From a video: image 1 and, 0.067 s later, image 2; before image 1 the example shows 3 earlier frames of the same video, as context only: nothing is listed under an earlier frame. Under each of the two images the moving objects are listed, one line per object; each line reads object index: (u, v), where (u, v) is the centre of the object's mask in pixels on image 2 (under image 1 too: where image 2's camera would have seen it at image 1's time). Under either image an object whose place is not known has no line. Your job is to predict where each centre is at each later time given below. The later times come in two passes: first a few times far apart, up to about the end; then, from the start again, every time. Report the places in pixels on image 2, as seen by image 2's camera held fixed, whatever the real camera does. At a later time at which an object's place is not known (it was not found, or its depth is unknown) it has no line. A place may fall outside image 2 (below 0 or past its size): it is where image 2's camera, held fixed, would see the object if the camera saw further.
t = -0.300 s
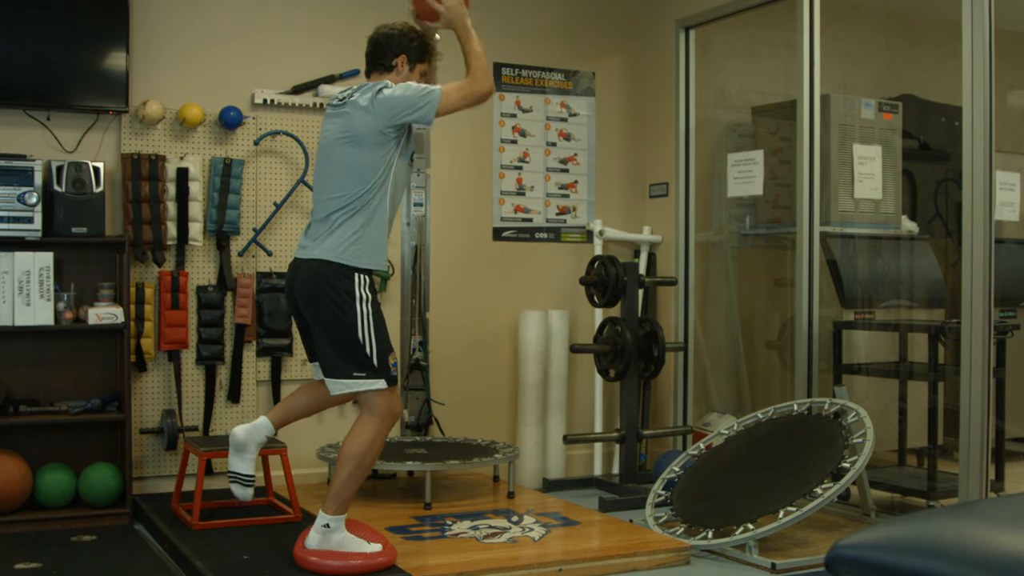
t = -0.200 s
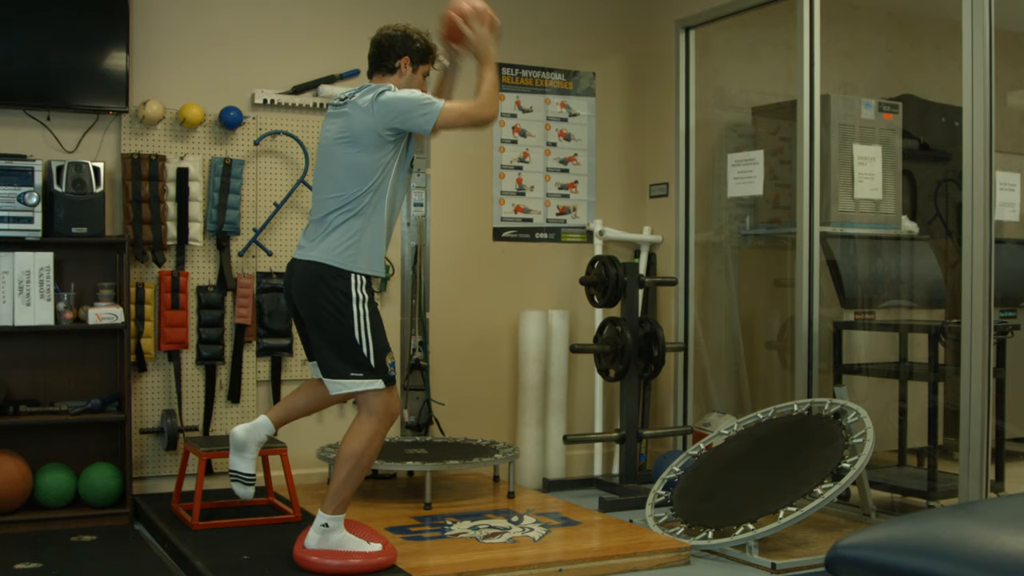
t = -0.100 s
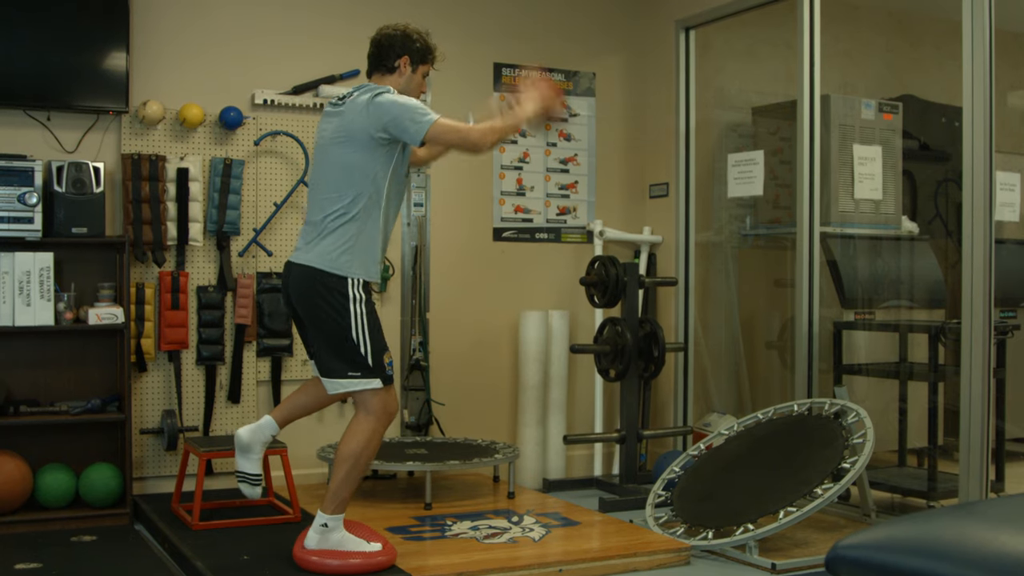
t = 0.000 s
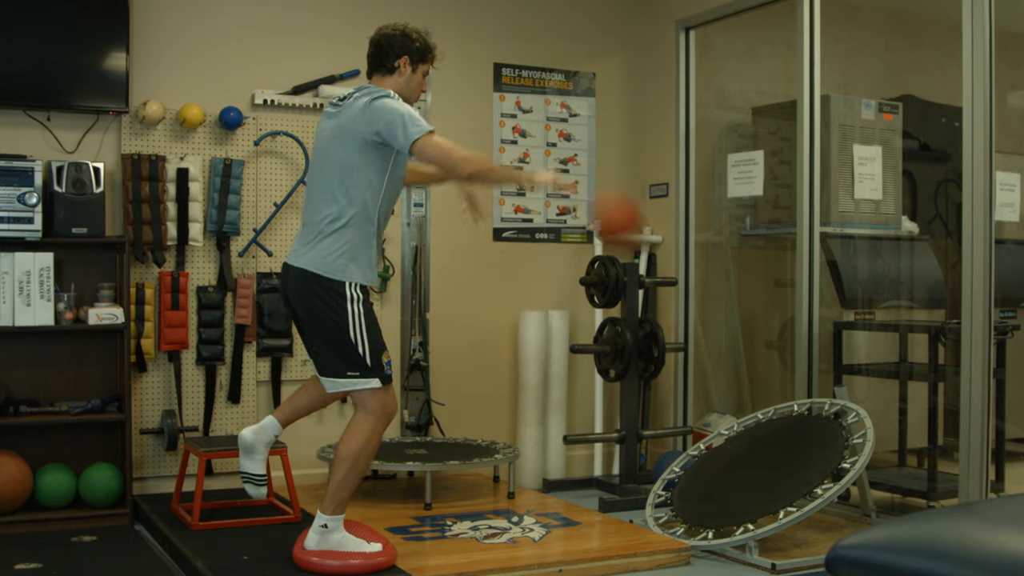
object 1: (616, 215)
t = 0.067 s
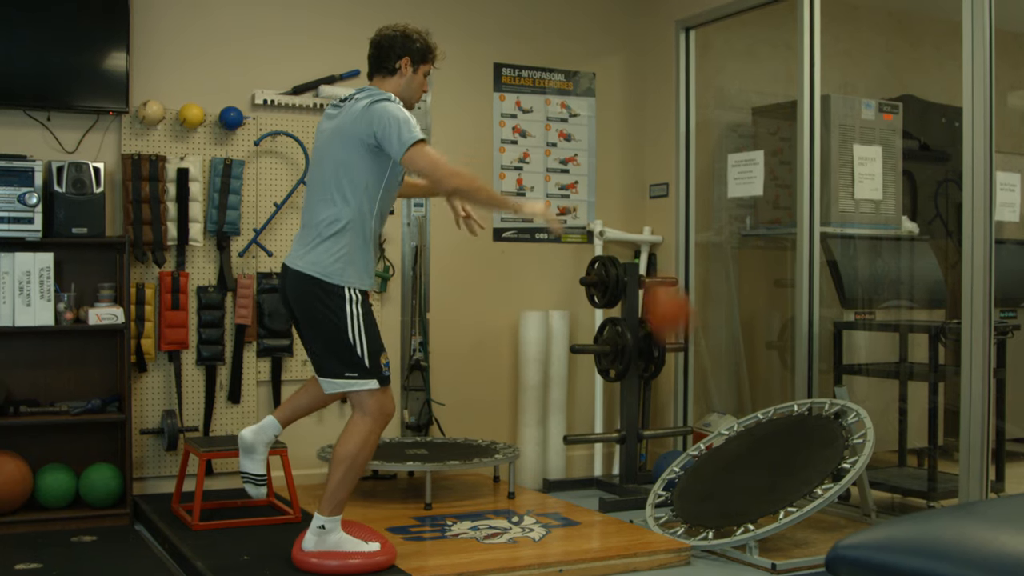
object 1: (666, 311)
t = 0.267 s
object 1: (713, 413)
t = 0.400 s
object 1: (620, 268)
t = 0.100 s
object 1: (694, 360)
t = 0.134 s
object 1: (714, 401)
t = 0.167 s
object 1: (740, 463)
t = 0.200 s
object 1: (753, 497)
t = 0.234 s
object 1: (739, 467)
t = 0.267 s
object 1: (713, 413)
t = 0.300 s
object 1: (695, 379)
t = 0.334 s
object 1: (666, 335)
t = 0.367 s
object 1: (644, 301)
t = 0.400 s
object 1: (620, 268)
